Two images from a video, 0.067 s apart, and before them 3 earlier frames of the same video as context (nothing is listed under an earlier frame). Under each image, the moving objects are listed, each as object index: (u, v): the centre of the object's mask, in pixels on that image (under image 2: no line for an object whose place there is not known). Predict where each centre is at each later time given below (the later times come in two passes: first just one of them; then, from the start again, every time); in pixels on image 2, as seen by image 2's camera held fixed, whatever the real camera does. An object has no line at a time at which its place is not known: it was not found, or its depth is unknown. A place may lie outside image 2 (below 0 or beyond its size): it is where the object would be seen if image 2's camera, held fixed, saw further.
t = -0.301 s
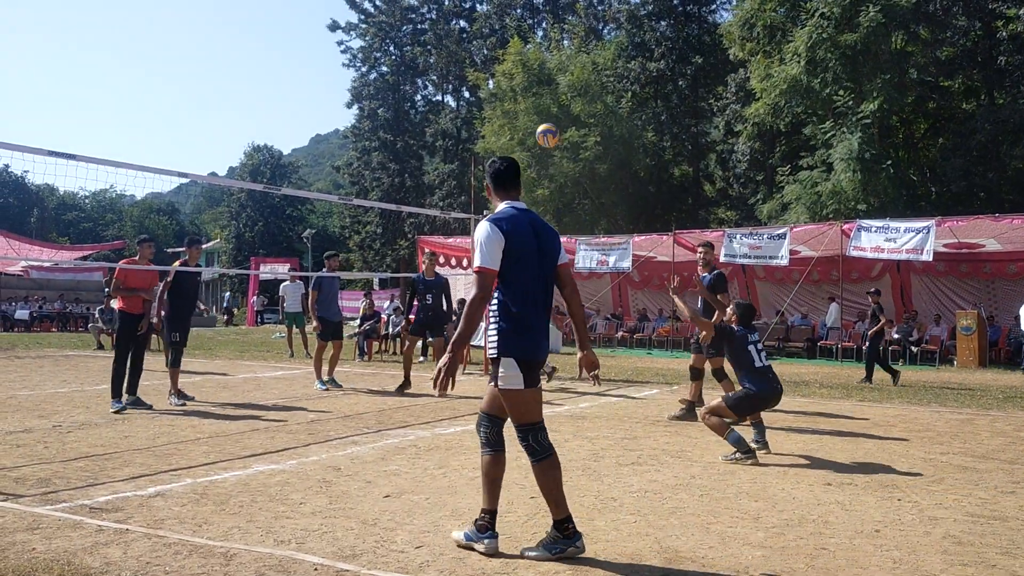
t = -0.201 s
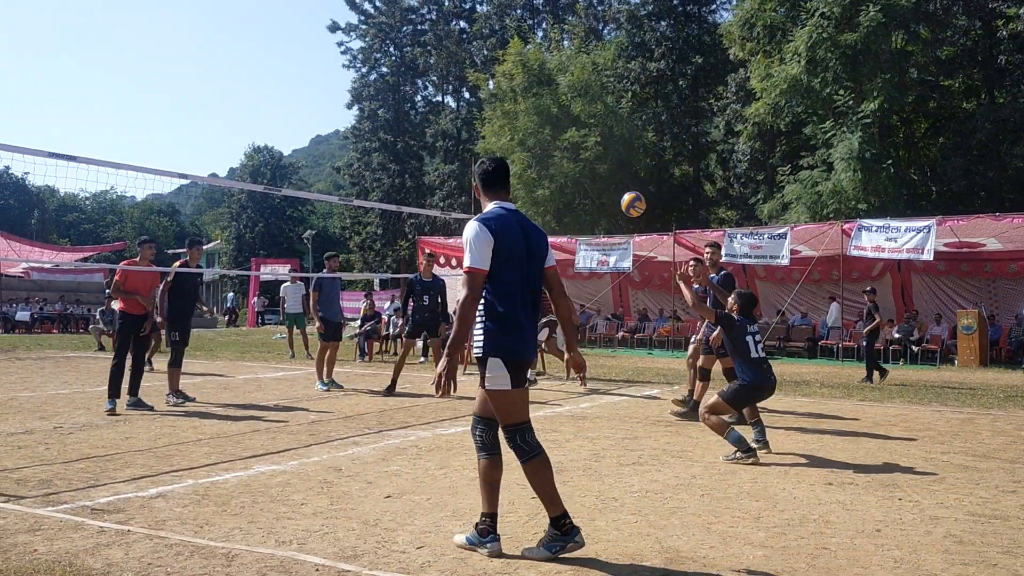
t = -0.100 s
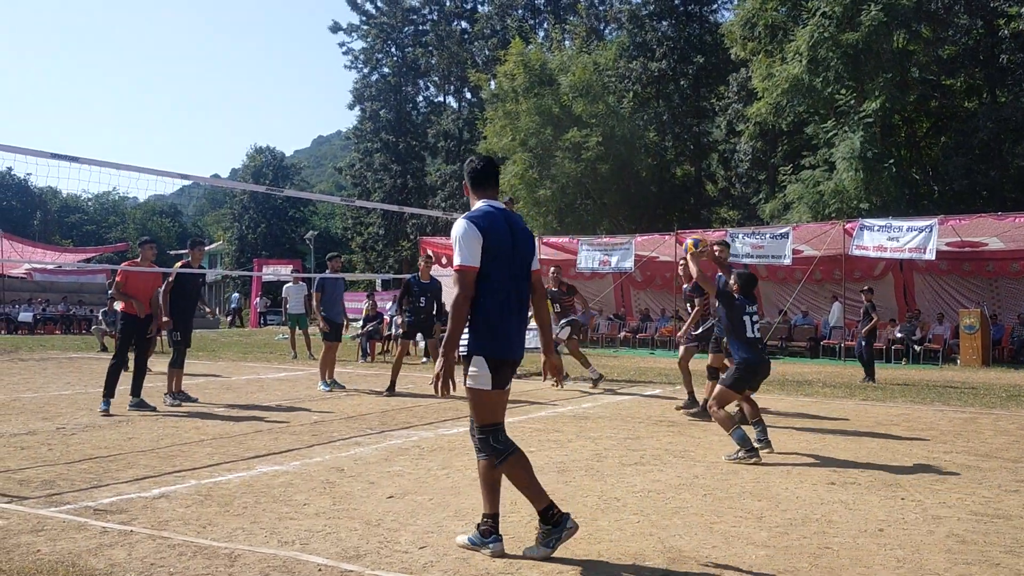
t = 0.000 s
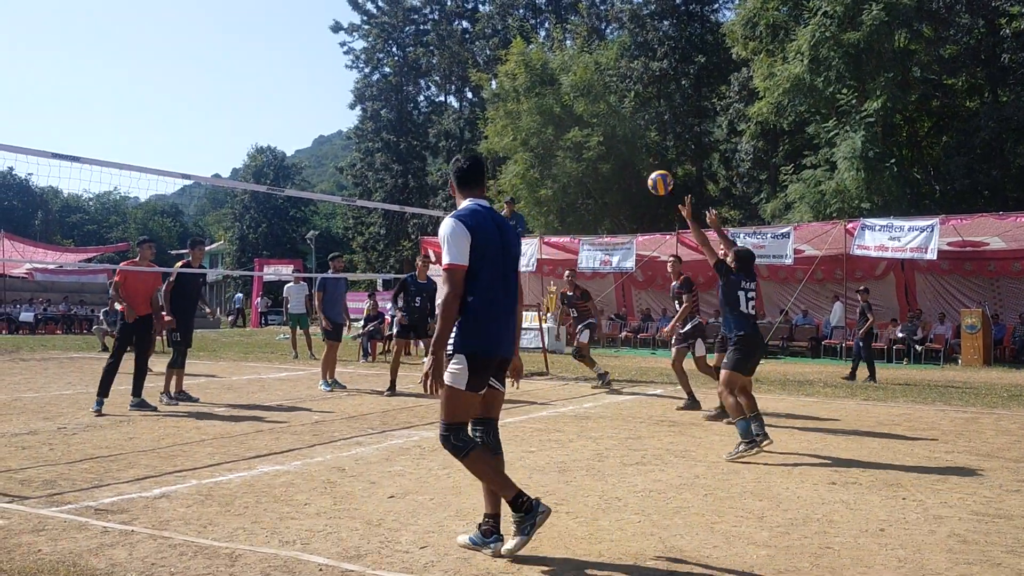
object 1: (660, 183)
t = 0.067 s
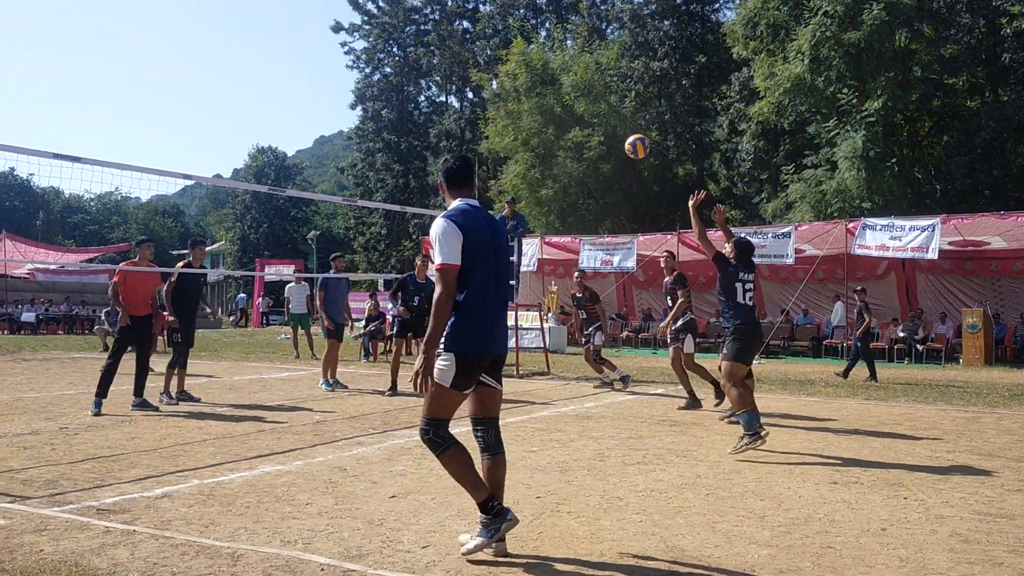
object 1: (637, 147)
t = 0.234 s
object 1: (581, 82)
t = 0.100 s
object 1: (626, 131)
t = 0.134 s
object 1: (614, 117)
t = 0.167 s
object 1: (602, 104)
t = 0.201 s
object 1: (591, 92)
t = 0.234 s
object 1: (581, 82)
